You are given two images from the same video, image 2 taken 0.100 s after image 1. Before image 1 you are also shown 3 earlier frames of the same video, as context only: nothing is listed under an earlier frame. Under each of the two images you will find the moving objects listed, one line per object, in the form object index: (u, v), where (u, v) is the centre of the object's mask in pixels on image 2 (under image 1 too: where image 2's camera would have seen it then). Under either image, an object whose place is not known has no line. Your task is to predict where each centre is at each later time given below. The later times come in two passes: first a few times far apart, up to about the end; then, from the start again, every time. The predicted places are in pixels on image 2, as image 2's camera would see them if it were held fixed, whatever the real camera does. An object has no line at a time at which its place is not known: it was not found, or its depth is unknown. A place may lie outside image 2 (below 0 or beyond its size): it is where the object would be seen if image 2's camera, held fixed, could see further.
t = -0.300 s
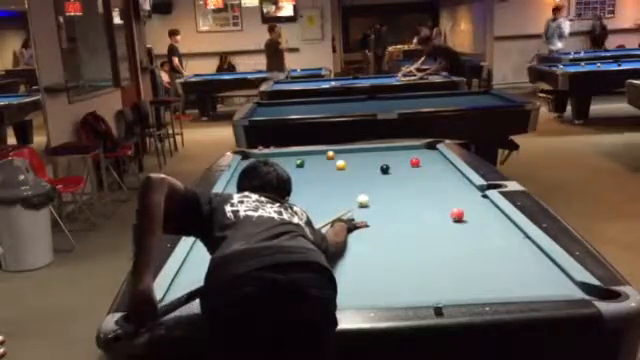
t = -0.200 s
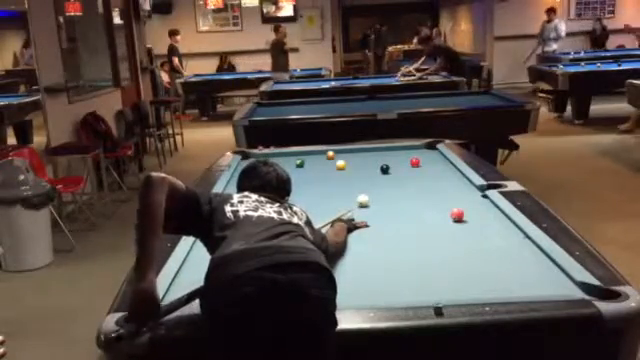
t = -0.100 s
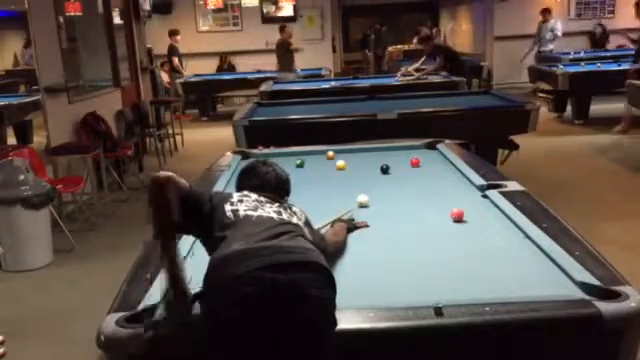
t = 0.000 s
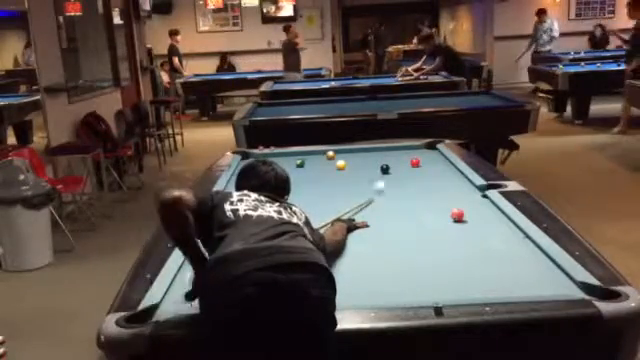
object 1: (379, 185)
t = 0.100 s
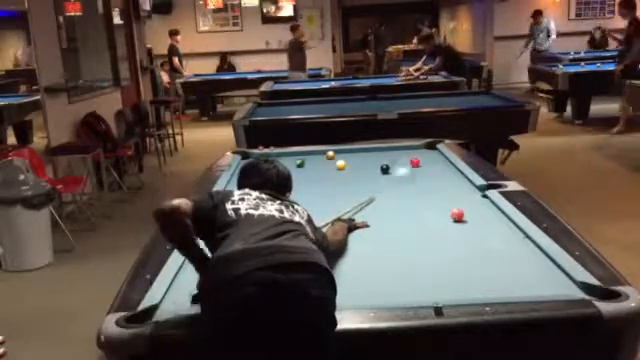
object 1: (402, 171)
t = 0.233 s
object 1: (414, 164)
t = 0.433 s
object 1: (427, 163)
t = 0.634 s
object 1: (440, 164)
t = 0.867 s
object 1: (446, 164)
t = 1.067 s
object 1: (444, 165)
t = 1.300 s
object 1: (439, 167)
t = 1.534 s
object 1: (437, 168)
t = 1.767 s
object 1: (433, 169)
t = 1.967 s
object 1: (431, 170)
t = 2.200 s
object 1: (426, 172)
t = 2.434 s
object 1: (424, 172)
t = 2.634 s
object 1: (425, 173)
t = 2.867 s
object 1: (424, 173)
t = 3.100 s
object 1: (423, 173)
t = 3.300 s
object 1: (422, 173)
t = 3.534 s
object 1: (421, 174)
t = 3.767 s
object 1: (421, 174)
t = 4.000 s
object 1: (421, 174)
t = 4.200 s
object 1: (421, 174)
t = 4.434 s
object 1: (421, 174)
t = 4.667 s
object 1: (421, 174)
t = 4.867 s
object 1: (421, 174)
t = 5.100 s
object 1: (421, 174)
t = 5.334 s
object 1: (421, 174)
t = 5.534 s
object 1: (421, 174)
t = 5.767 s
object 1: (421, 174)
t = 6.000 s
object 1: (421, 174)
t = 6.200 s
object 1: (421, 174)
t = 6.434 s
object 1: (421, 174)
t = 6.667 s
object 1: (421, 174)
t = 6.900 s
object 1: (421, 174)
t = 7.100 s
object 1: (421, 174)
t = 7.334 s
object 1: (421, 174)
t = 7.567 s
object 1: (421, 174)
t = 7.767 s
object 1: (421, 174)
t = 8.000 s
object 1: (421, 174)
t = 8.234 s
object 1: (421, 174)
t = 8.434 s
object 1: (421, 174)
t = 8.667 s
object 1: (421, 174)
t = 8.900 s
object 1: (421, 174)
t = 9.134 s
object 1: (421, 174)
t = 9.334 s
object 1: (421, 174)
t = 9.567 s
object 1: (421, 174)
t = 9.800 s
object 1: (421, 174)
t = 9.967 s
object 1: (421, 174)
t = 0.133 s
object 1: (406, 168)
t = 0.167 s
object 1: (409, 164)
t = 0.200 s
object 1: (414, 164)
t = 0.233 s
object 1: (414, 164)
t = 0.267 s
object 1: (416, 164)
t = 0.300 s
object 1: (421, 164)
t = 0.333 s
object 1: (422, 164)
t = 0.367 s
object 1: (423, 164)
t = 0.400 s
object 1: (425, 163)
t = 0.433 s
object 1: (427, 163)
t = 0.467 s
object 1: (429, 163)
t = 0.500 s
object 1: (431, 163)
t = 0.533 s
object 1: (433, 163)
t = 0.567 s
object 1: (434, 163)
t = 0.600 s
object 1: (437, 164)
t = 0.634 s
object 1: (440, 164)
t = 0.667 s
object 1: (442, 164)
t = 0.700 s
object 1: (443, 164)
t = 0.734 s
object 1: (445, 164)
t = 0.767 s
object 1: (446, 164)
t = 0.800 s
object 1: (446, 164)
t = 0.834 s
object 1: (446, 164)
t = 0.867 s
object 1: (446, 164)
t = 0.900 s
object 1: (445, 164)
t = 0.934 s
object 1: (445, 164)
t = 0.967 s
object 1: (445, 165)
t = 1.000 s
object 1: (444, 165)
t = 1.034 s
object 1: (444, 165)
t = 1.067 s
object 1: (444, 165)
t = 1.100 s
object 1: (444, 165)
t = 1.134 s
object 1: (443, 165)
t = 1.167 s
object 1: (442, 165)
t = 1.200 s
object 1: (441, 166)
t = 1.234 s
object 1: (441, 166)
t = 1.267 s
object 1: (439, 167)
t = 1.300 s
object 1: (439, 167)
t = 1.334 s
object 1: (439, 167)
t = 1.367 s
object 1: (439, 167)
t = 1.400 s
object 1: (438, 167)
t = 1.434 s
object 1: (438, 167)
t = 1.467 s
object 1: (437, 168)
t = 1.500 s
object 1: (437, 168)
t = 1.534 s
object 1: (437, 168)
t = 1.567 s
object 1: (437, 168)
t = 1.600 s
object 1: (436, 168)
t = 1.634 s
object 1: (435, 169)
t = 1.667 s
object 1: (435, 169)
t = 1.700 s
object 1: (434, 169)
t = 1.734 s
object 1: (433, 169)
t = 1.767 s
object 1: (433, 169)
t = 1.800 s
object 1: (433, 169)
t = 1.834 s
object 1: (432, 170)
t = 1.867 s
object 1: (432, 170)
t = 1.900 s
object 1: (431, 170)
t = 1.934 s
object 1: (431, 170)
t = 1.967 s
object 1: (431, 170)
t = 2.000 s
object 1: (430, 170)
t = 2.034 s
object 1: (429, 170)
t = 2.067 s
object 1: (428, 171)
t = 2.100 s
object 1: (428, 171)
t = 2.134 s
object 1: (428, 171)
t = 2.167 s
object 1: (426, 171)
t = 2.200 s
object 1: (426, 172)
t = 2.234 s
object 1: (426, 172)
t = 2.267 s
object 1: (425, 172)
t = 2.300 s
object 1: (425, 172)
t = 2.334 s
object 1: (424, 172)
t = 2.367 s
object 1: (424, 172)
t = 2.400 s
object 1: (424, 172)
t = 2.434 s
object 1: (424, 172)
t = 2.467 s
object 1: (424, 172)
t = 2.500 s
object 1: (424, 172)
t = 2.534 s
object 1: (425, 172)
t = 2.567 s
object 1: (425, 173)
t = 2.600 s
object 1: (425, 173)
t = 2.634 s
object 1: (425, 173)
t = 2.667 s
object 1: (425, 173)
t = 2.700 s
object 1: (424, 173)
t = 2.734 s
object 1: (424, 173)
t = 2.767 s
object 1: (424, 173)
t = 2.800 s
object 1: (424, 173)
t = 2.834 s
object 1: (424, 173)
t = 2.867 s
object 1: (424, 173)
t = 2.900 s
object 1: (423, 173)
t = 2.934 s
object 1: (423, 173)
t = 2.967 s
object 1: (423, 173)
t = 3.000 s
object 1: (423, 173)
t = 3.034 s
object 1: (423, 173)
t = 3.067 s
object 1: (423, 173)
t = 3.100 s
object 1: (423, 173)
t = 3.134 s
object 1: (422, 173)
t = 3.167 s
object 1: (422, 173)
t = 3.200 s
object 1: (422, 173)
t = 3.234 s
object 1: (422, 173)
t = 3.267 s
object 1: (422, 173)
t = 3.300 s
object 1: (422, 173)
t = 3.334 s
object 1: (422, 173)
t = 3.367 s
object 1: (422, 173)
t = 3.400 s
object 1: (422, 173)
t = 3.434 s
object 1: (422, 173)
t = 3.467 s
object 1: (422, 173)
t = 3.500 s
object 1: (422, 173)
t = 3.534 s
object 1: (421, 174)
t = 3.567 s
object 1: (421, 174)
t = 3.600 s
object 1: (421, 174)
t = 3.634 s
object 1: (421, 174)
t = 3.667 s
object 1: (421, 174)
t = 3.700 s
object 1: (421, 174)
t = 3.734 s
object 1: (421, 174)
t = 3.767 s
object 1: (421, 174)
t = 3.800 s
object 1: (421, 174)
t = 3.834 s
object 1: (421, 174)
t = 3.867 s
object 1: (421, 174)
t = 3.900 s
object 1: (421, 174)
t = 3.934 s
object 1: (421, 174)
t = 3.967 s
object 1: (421, 174)
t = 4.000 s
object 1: (421, 174)
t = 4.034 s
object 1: (421, 174)
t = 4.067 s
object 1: (421, 174)
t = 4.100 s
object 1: (421, 174)
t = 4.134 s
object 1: (421, 174)
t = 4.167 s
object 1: (421, 174)
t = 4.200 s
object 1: (421, 174)
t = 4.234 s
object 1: (421, 174)
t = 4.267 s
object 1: (421, 174)
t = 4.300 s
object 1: (421, 174)
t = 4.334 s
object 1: (421, 174)
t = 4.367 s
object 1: (421, 174)
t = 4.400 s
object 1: (421, 174)
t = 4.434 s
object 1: (421, 174)
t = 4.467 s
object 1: (421, 174)
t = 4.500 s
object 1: (421, 174)
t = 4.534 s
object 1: (421, 174)
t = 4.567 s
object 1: (421, 174)
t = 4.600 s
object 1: (421, 174)
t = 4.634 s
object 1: (421, 174)
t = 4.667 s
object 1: (421, 174)
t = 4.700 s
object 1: (421, 174)
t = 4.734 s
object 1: (421, 174)
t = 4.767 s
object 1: (421, 174)
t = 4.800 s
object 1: (421, 174)
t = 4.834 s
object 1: (421, 174)
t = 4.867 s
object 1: (421, 174)
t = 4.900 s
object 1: (421, 174)
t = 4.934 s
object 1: (421, 174)
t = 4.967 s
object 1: (421, 174)
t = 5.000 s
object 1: (421, 174)
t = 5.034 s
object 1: (421, 174)
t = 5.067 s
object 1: (421, 174)
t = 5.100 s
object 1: (421, 174)
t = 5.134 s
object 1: (421, 174)
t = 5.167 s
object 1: (421, 174)
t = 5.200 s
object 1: (421, 174)
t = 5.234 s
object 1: (421, 174)
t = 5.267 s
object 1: (421, 174)
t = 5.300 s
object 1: (421, 174)
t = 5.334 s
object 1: (421, 174)
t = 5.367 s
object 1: (421, 174)
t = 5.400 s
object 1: (421, 174)
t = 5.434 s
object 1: (421, 174)
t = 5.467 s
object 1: (421, 174)
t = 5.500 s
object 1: (421, 174)
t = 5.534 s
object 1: (421, 174)
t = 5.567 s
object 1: (421, 174)
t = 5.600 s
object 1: (421, 174)
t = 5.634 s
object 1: (421, 174)
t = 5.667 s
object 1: (421, 174)
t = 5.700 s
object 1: (421, 174)
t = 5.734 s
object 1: (421, 174)
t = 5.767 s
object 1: (421, 174)
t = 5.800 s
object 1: (421, 174)
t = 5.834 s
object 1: (421, 174)
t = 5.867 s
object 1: (421, 174)
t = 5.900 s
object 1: (421, 174)
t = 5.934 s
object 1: (421, 174)
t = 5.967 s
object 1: (421, 174)
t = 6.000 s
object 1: (421, 174)
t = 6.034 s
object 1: (421, 174)
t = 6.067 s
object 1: (421, 174)
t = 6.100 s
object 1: (421, 174)
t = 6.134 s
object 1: (421, 174)
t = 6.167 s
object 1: (421, 174)
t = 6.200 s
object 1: (421, 174)
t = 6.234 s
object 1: (421, 174)
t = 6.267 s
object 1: (421, 174)
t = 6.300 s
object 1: (421, 174)
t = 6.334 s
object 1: (421, 174)
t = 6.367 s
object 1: (421, 174)
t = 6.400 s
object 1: (421, 174)
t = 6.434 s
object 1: (421, 174)
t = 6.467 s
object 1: (421, 174)
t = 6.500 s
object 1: (421, 174)
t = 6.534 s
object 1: (421, 174)
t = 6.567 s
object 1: (421, 174)
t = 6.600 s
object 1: (421, 174)
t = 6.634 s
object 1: (421, 174)
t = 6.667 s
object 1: (421, 174)
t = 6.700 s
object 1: (421, 174)
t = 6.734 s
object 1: (421, 174)
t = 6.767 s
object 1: (421, 174)
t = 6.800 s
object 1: (421, 174)
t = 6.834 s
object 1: (421, 174)
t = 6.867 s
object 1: (421, 174)
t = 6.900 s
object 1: (421, 174)
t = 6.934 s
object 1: (421, 174)
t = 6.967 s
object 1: (421, 174)
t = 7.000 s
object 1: (421, 174)
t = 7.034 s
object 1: (421, 174)
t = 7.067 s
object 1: (421, 174)
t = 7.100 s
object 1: (421, 174)
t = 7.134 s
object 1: (421, 174)
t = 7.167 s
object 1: (421, 174)
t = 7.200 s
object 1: (421, 174)
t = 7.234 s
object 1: (421, 174)
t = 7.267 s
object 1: (421, 174)
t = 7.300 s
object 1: (421, 174)
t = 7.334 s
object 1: (421, 174)
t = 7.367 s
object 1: (421, 174)
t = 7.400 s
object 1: (421, 174)
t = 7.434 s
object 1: (421, 174)
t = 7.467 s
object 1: (421, 174)
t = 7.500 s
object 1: (421, 174)
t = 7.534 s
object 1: (421, 174)
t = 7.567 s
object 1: (421, 174)
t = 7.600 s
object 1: (421, 174)
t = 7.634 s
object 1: (421, 174)
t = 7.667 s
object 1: (421, 174)
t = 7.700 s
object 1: (421, 174)
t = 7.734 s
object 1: (421, 174)
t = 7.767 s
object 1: (421, 174)
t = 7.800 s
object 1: (421, 174)
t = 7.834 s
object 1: (421, 174)
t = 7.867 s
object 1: (421, 174)
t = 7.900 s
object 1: (421, 174)
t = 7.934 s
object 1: (421, 174)
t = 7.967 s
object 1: (421, 174)
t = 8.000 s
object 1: (421, 174)
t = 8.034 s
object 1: (421, 174)
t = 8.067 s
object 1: (421, 174)
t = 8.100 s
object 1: (421, 174)
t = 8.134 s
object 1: (421, 174)
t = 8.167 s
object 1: (421, 174)
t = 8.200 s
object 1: (421, 174)
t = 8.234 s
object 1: (421, 174)
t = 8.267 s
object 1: (421, 174)
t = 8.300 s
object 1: (421, 174)
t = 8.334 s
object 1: (421, 174)
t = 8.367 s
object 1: (421, 174)
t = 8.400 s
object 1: (421, 174)
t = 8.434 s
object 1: (421, 174)
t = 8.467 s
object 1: (421, 174)
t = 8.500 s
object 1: (421, 174)
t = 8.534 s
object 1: (421, 174)
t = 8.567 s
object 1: (421, 174)
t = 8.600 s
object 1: (421, 174)
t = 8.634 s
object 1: (421, 174)
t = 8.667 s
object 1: (421, 174)
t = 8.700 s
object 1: (421, 174)
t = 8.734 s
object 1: (421, 174)
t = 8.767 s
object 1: (421, 174)
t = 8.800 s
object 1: (421, 174)
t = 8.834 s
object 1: (421, 174)
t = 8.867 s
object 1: (421, 174)
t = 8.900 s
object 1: (421, 174)
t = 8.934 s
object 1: (421, 174)
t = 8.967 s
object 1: (421, 174)
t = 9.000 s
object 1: (421, 174)
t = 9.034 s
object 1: (421, 174)
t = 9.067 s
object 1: (421, 174)
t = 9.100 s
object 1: (421, 174)
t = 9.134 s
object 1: (421, 174)
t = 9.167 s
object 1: (421, 174)
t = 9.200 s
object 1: (421, 174)
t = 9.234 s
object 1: (421, 174)
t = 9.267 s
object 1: (421, 174)
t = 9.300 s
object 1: (421, 174)
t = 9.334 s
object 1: (421, 174)
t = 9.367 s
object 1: (421, 174)
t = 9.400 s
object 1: (421, 174)
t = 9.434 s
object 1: (421, 174)
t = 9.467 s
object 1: (421, 174)
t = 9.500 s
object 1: (421, 174)
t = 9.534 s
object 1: (421, 174)
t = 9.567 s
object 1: (421, 174)
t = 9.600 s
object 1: (421, 174)
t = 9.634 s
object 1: (421, 174)
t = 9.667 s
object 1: (421, 174)
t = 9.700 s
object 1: (421, 174)
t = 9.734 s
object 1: (421, 174)
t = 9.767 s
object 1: (421, 174)
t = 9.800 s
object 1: (421, 174)
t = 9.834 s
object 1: (421, 174)
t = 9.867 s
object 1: (421, 174)
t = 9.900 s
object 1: (421, 174)
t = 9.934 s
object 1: (421, 174)
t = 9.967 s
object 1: (421, 174)
